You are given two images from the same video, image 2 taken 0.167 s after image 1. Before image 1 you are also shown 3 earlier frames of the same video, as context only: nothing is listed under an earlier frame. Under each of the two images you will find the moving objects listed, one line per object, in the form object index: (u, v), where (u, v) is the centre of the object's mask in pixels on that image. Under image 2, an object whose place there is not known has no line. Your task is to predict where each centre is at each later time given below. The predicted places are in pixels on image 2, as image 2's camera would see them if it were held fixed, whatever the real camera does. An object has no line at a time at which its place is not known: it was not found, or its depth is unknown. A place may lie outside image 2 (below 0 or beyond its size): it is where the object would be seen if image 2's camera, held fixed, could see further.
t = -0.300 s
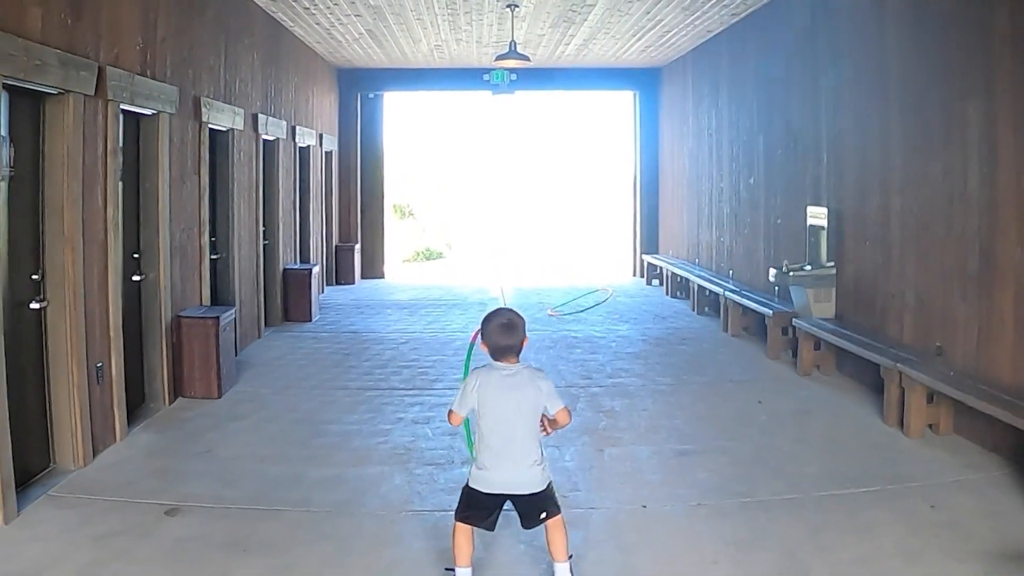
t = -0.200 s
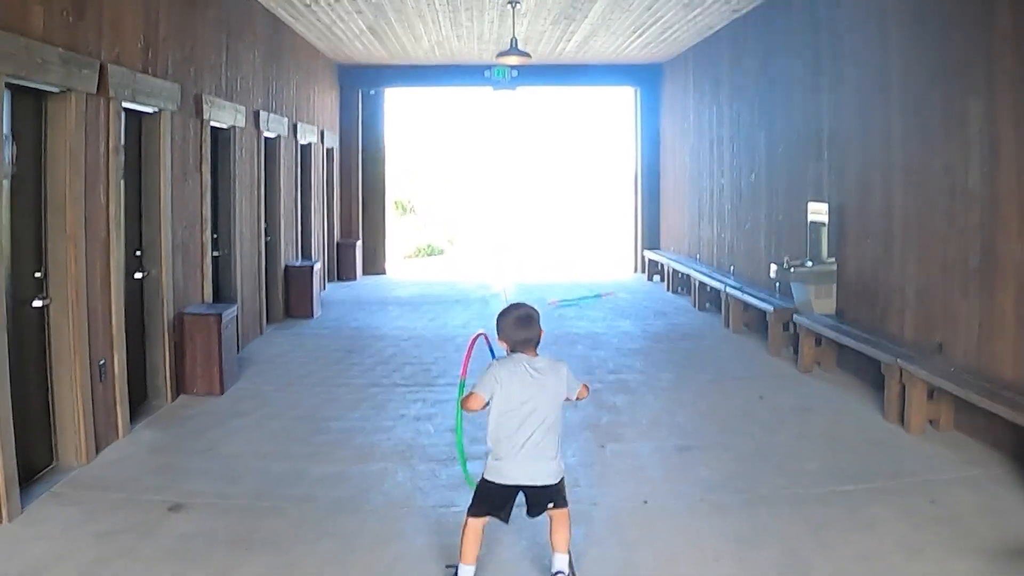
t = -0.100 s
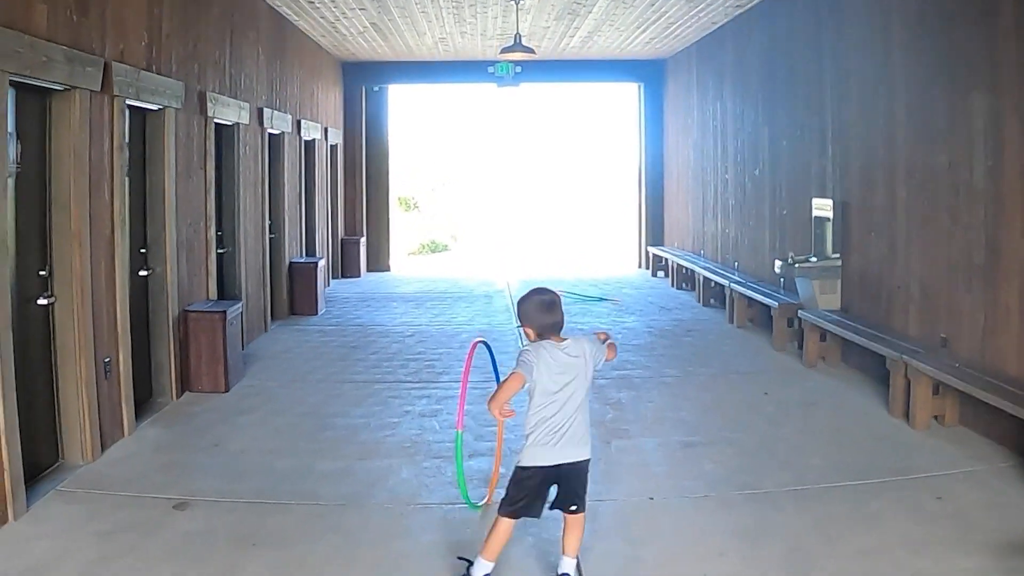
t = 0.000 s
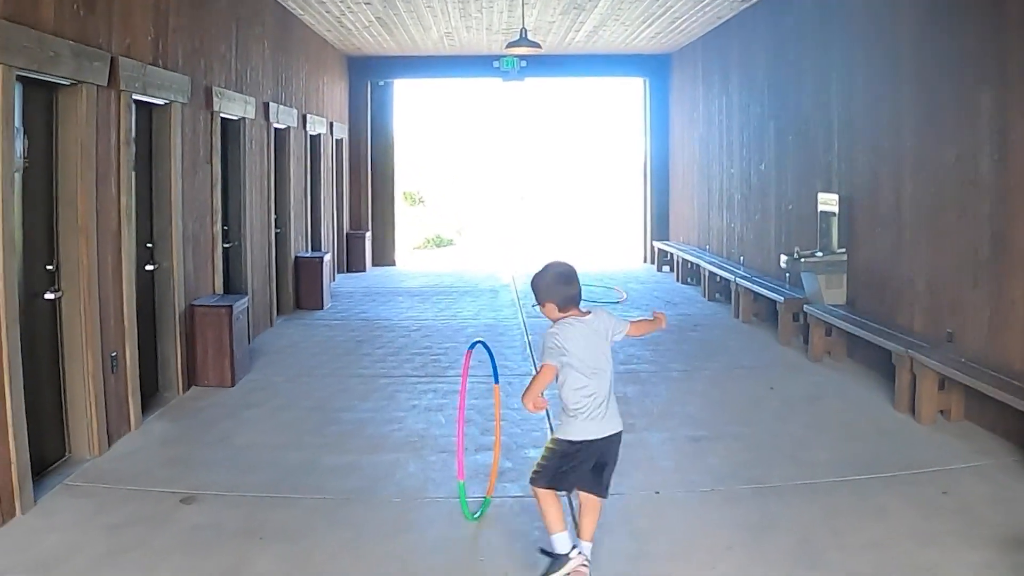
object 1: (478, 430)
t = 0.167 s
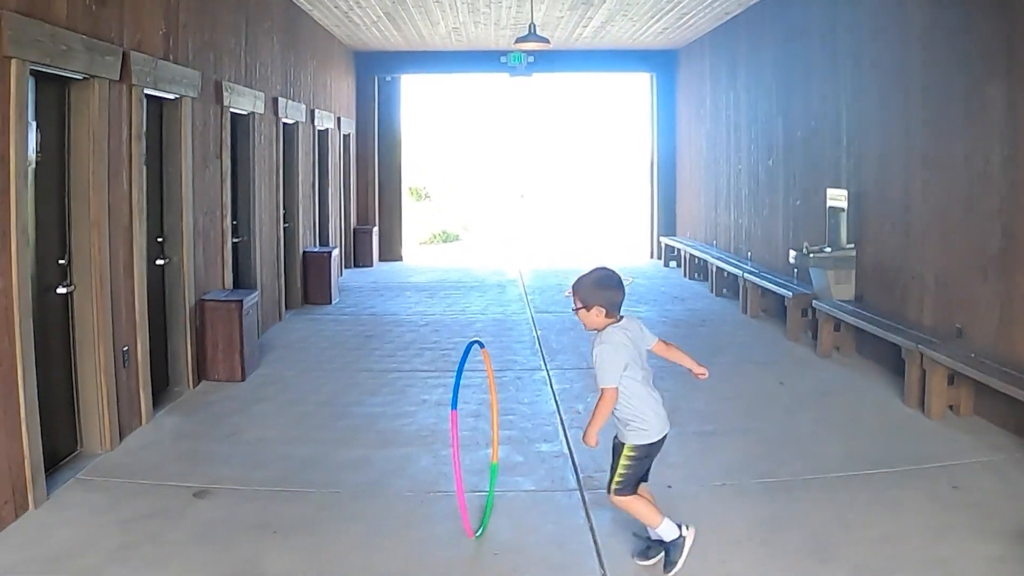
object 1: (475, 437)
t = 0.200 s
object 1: (471, 442)
